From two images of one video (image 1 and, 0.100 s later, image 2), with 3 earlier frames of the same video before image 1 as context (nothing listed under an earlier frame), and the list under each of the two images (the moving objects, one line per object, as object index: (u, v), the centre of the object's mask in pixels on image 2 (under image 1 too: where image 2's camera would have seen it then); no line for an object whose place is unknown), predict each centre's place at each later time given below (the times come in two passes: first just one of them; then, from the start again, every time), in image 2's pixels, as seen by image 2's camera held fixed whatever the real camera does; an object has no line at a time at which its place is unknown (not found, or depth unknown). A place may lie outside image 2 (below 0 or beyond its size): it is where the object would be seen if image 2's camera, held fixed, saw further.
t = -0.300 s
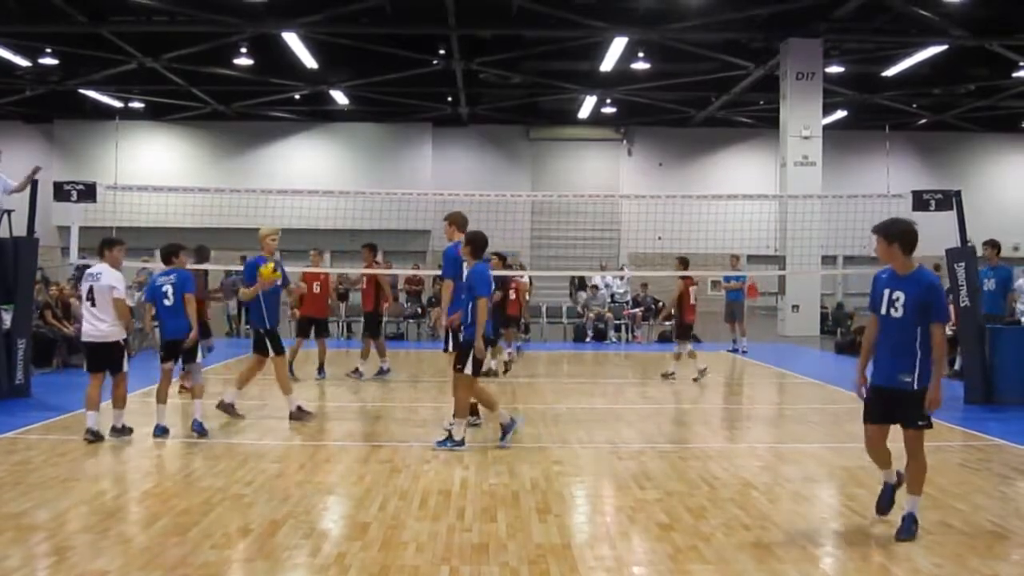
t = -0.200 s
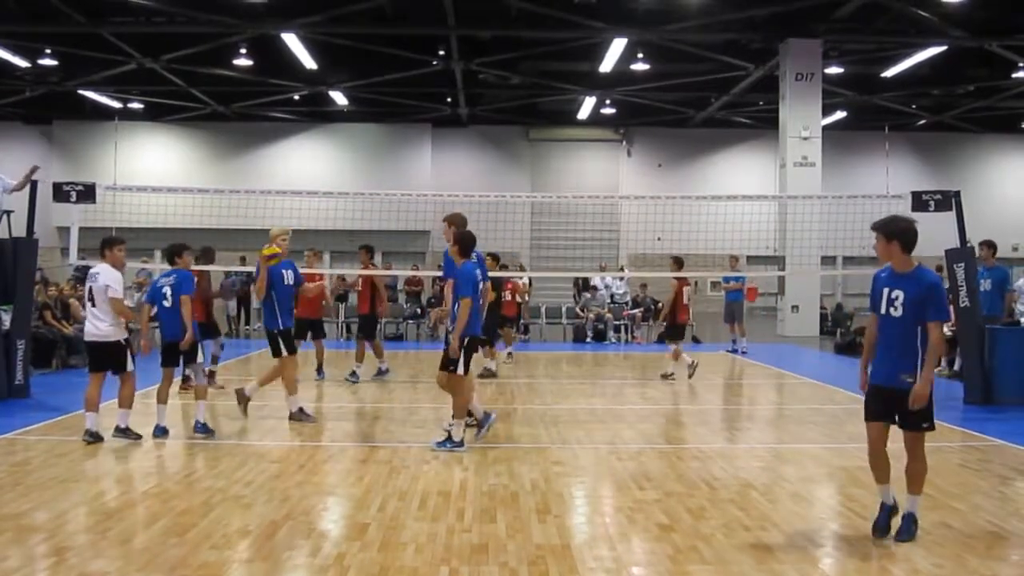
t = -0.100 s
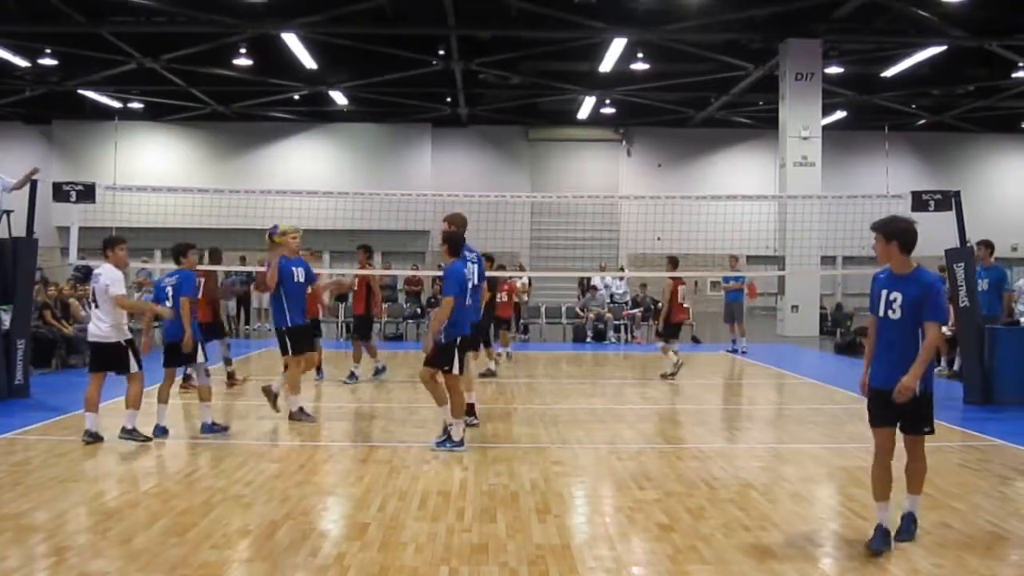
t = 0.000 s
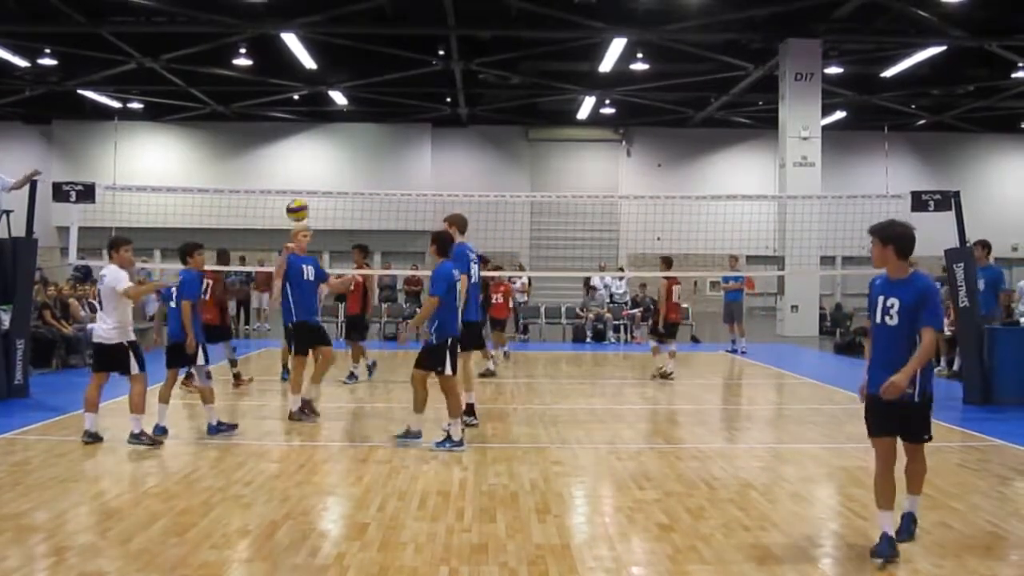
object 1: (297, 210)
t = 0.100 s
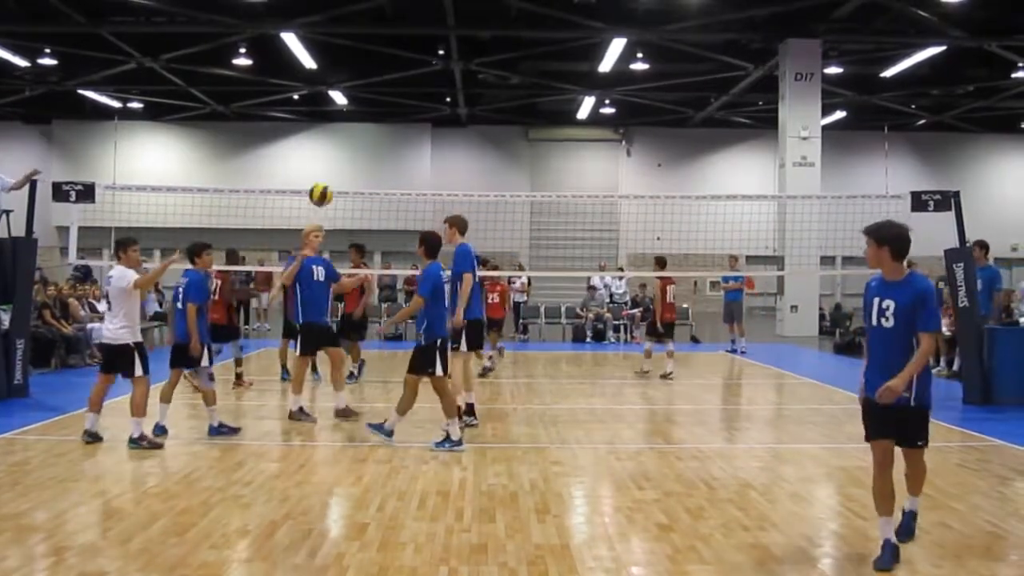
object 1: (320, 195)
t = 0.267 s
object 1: (364, 192)
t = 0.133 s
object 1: (329, 192)
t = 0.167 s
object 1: (338, 191)
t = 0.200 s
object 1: (346, 190)
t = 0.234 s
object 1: (355, 191)
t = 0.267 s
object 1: (364, 192)
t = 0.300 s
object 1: (374, 196)
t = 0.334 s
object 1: (384, 200)
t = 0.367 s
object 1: (404, 216)
